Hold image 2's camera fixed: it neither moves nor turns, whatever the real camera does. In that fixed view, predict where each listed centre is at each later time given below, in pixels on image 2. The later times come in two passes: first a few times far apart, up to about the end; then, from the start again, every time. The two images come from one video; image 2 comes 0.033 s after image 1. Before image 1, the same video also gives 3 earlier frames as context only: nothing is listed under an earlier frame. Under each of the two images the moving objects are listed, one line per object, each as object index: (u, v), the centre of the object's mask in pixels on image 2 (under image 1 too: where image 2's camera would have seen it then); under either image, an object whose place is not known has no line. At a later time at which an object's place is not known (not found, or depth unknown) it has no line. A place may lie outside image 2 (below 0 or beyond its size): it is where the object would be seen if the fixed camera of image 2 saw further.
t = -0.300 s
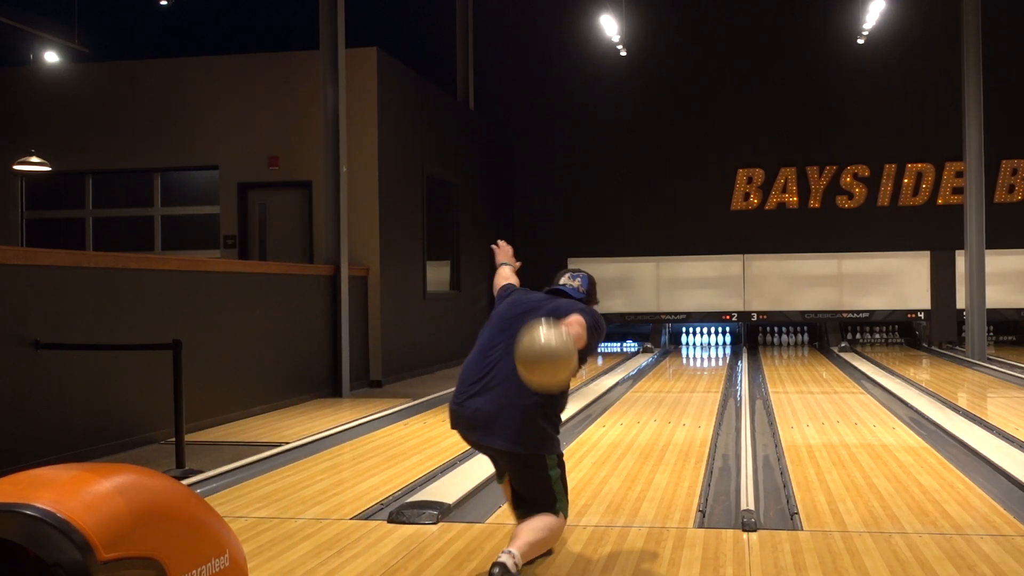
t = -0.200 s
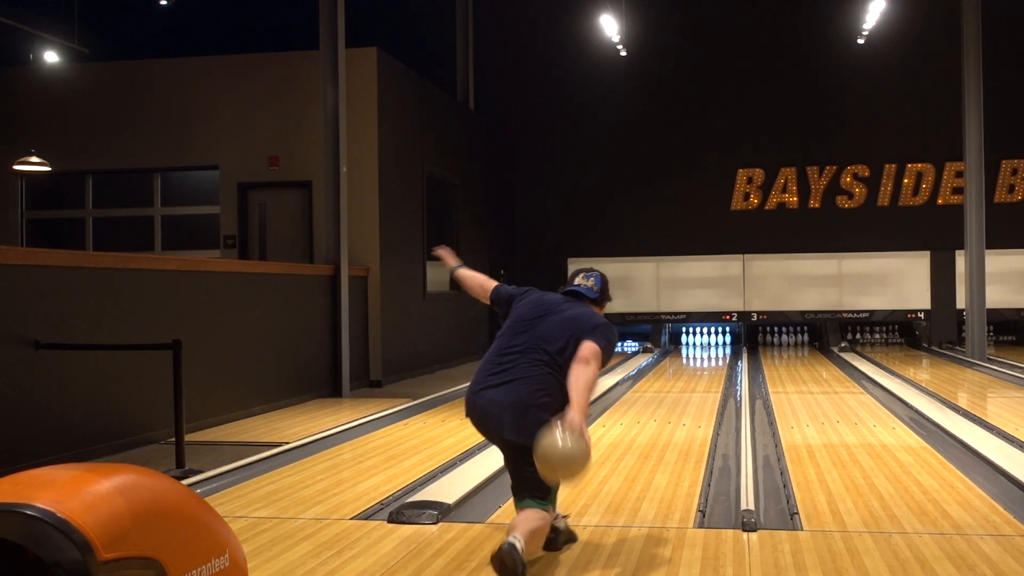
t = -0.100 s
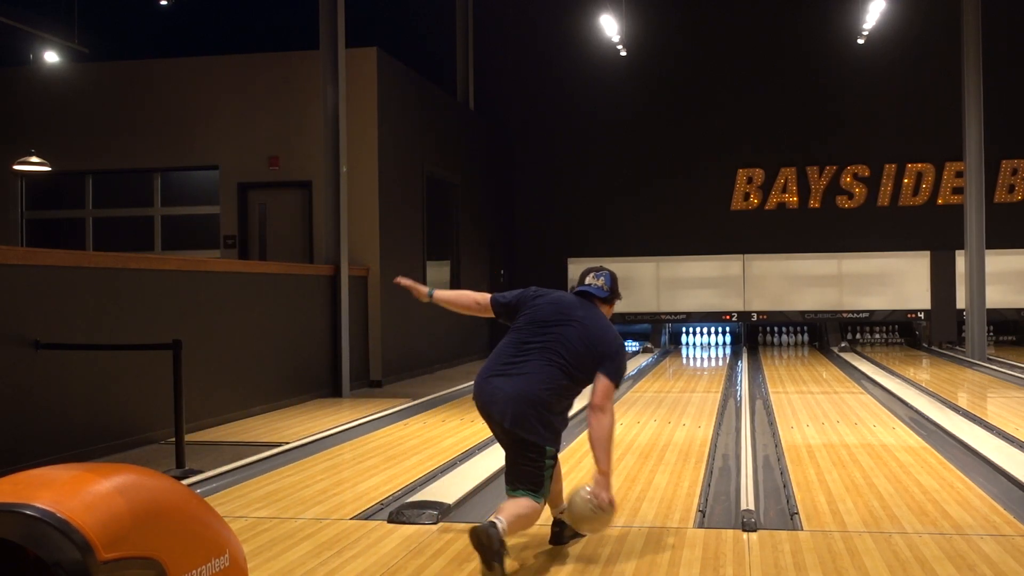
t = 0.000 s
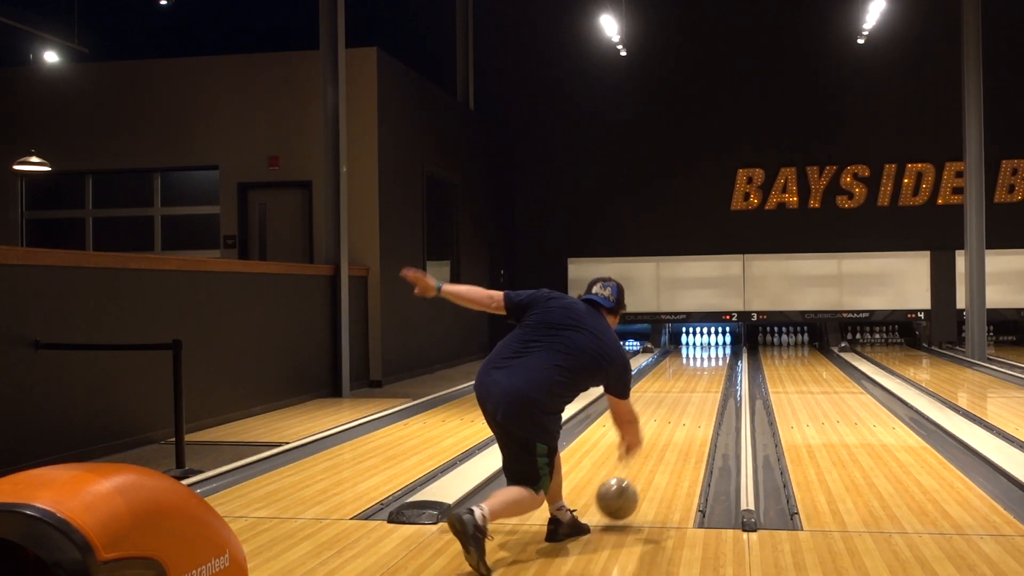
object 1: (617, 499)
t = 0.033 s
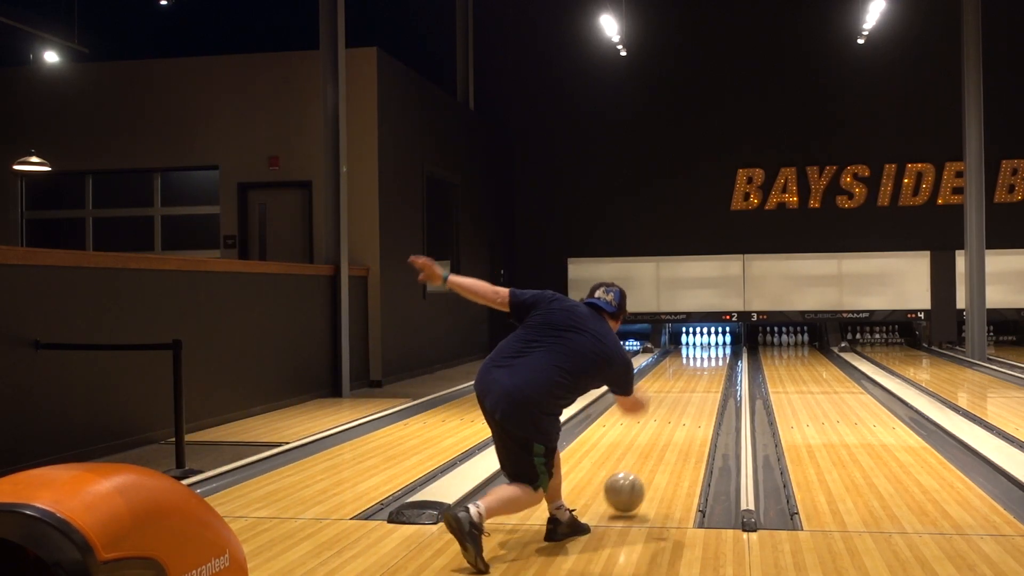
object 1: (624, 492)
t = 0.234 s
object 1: (656, 453)
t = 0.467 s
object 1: (679, 422)
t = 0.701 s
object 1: (693, 400)
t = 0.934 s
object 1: (702, 385)
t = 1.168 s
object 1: (707, 374)
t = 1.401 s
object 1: (710, 365)
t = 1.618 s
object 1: (712, 359)
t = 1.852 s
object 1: (713, 353)
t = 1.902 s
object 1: (712, 352)
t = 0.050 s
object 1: (627, 490)
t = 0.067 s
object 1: (630, 487)
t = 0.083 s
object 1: (633, 483)
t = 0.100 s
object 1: (636, 479)
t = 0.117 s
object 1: (639, 476)
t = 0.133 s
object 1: (642, 472)
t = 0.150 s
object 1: (645, 469)
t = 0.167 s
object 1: (647, 466)
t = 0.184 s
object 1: (650, 463)
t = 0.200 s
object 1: (652, 459)
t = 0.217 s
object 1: (654, 456)
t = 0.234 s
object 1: (656, 453)
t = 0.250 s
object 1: (658, 451)
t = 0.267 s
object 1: (660, 448)
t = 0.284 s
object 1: (662, 446)
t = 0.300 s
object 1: (664, 443)
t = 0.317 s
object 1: (666, 441)
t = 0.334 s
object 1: (668, 438)
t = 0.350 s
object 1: (669, 436)
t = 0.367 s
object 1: (671, 434)
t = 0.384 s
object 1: (672, 432)
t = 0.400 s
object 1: (674, 430)
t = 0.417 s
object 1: (675, 428)
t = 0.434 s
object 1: (677, 425)
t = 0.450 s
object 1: (678, 423)
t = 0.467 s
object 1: (679, 422)
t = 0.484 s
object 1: (681, 420)
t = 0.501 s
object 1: (682, 418)
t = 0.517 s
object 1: (683, 417)
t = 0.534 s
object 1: (684, 414)
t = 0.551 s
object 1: (685, 413)
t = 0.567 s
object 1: (686, 412)
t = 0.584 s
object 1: (687, 410)
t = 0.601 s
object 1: (688, 408)
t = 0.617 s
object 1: (689, 407)
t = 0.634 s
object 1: (690, 406)
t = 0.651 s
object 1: (691, 404)
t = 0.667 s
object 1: (692, 403)
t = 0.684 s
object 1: (692, 402)
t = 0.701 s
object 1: (693, 400)
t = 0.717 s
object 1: (694, 399)
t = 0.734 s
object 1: (695, 398)
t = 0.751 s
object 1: (695, 397)
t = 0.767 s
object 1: (696, 396)
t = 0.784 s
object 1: (697, 395)
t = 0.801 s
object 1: (698, 393)
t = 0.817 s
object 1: (698, 392)
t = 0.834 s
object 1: (699, 391)
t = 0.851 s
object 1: (699, 390)
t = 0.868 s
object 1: (700, 389)
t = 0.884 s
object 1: (700, 388)
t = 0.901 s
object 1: (701, 387)
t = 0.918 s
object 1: (701, 386)
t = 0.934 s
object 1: (702, 385)
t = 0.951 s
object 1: (702, 384)
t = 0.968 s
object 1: (703, 383)
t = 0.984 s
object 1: (703, 383)
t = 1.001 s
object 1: (703, 382)
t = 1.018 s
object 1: (704, 381)
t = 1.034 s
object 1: (705, 380)
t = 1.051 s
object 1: (705, 379)
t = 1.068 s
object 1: (705, 378)
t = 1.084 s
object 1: (706, 377)
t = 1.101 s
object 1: (706, 377)
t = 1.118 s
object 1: (707, 376)
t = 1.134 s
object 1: (707, 375)
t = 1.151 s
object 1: (707, 375)
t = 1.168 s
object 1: (707, 374)
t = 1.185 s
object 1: (708, 373)
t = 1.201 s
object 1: (708, 373)
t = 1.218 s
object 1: (708, 372)
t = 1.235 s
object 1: (708, 371)
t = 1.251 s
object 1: (709, 371)
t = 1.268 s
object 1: (709, 370)
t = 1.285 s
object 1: (709, 369)
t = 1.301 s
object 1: (709, 368)
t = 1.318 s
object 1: (710, 367)
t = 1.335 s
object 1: (710, 367)
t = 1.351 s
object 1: (710, 367)
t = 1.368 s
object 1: (710, 366)
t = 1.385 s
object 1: (710, 366)
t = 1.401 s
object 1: (710, 365)
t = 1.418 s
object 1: (711, 364)
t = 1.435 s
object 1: (711, 364)
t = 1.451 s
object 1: (711, 364)
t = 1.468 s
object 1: (711, 363)
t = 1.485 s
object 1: (711, 363)
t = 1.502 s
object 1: (711, 362)
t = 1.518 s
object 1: (711, 361)
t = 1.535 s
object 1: (712, 361)
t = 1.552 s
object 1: (712, 360)
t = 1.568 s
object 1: (712, 360)
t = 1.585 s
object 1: (712, 359)
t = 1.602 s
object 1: (712, 359)
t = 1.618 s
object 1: (712, 359)
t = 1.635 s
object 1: (712, 358)
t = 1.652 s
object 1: (713, 358)
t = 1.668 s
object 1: (713, 357)
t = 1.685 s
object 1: (713, 357)
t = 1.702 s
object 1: (713, 357)
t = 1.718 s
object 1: (713, 356)
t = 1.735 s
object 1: (713, 355)
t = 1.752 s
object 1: (713, 355)
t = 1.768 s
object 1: (713, 355)
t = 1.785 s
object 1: (713, 354)
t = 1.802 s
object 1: (713, 354)
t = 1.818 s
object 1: (713, 354)
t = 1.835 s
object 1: (712, 353)
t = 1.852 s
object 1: (713, 353)
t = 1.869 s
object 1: (712, 352)
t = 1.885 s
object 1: (712, 352)
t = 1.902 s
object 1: (712, 352)
